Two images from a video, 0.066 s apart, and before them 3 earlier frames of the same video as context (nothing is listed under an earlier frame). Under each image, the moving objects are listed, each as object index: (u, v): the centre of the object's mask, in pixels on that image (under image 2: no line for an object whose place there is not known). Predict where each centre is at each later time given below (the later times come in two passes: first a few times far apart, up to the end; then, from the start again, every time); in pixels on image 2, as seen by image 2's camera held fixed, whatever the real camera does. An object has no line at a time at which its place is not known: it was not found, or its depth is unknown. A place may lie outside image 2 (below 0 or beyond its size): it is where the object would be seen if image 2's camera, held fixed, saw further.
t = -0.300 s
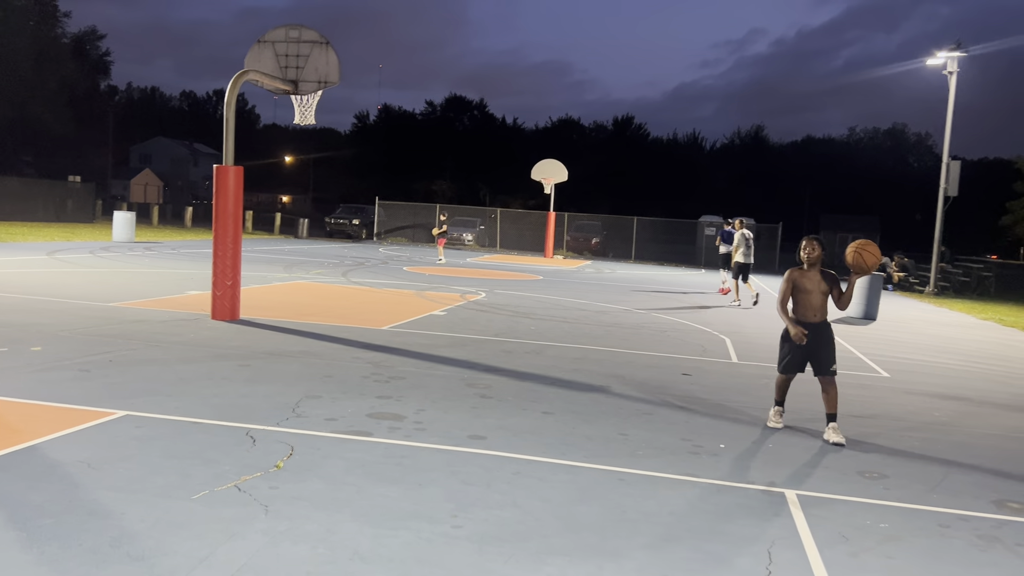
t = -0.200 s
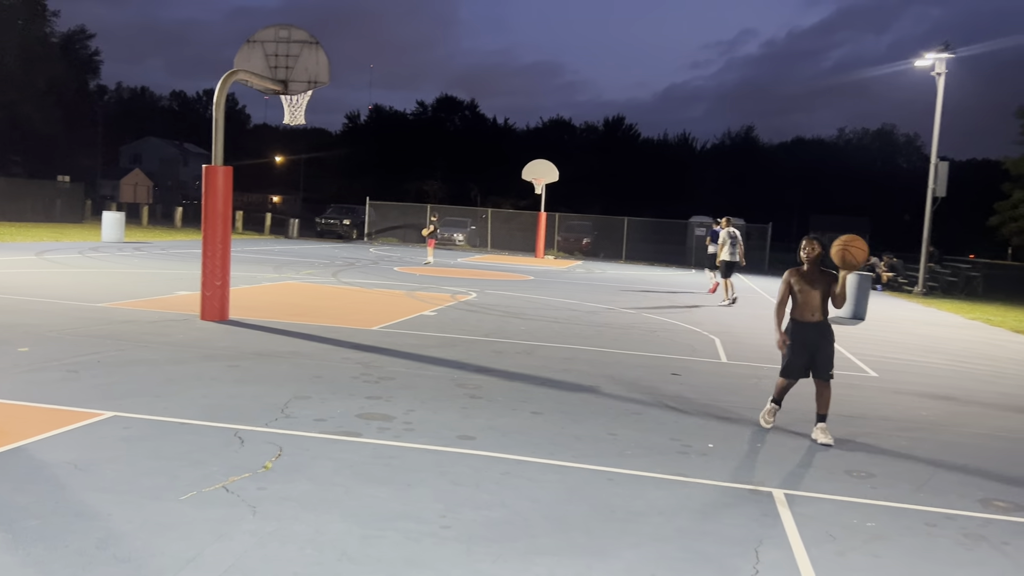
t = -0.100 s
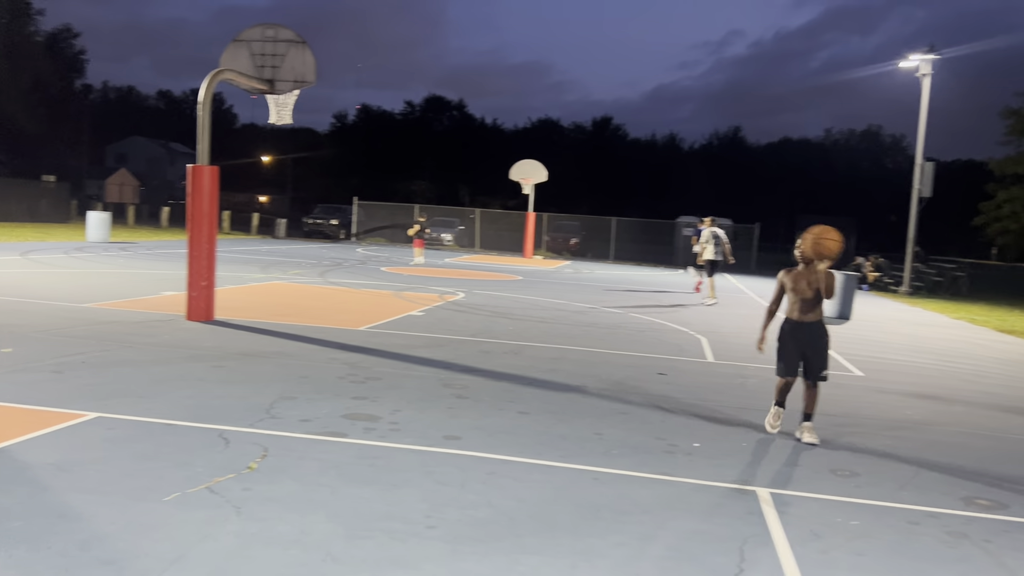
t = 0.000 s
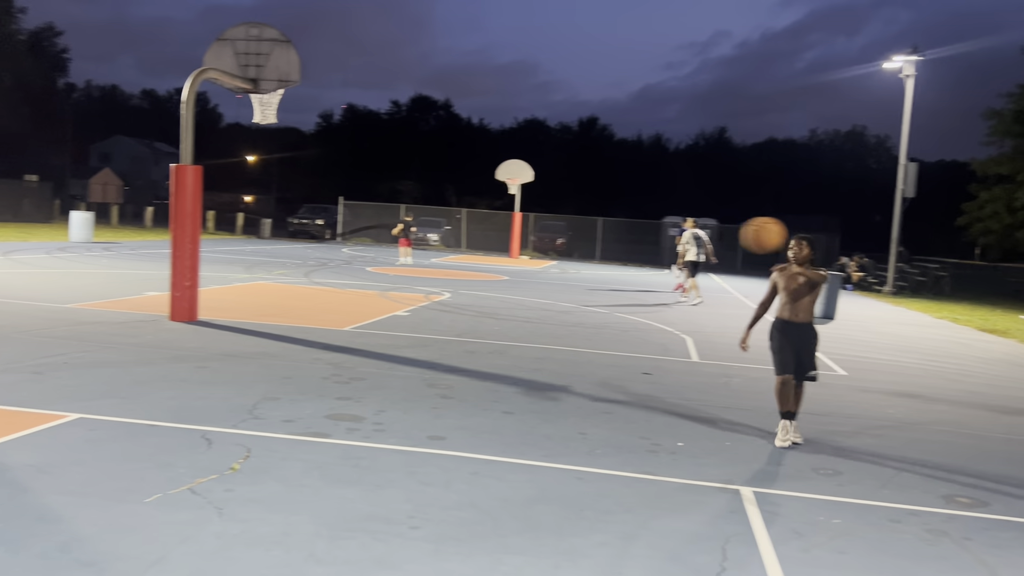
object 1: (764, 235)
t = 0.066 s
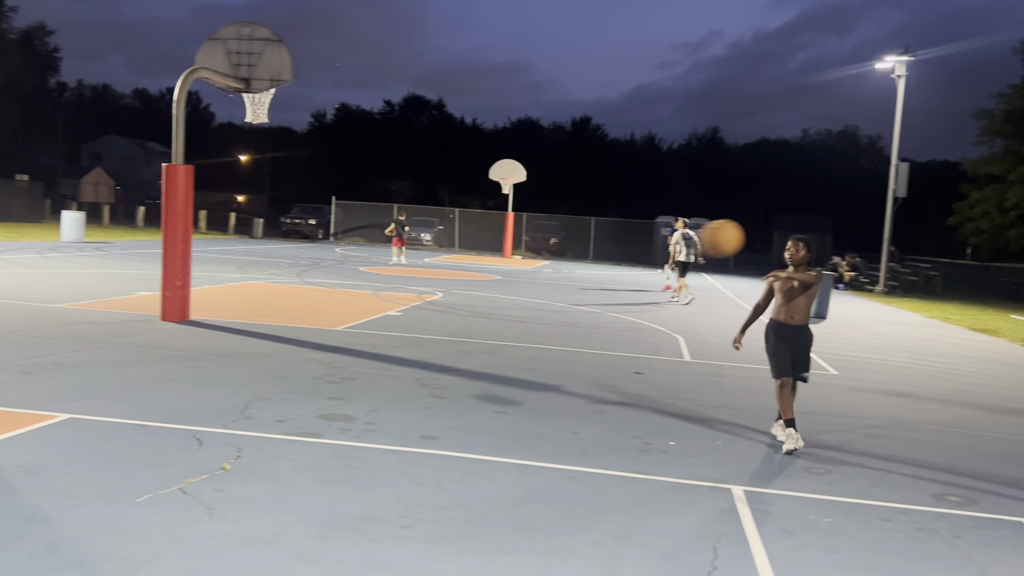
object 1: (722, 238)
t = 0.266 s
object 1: (599, 296)
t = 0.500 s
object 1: (415, 484)
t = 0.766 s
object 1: (303, 334)
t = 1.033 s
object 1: (166, 302)
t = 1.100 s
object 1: (125, 323)
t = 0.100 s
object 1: (706, 242)
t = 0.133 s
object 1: (683, 250)
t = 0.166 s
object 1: (662, 257)
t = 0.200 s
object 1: (643, 265)
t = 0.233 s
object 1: (622, 279)
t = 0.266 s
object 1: (599, 296)
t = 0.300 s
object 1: (575, 314)
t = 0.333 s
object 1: (551, 334)
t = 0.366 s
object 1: (527, 358)
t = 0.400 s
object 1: (501, 384)
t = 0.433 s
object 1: (474, 413)
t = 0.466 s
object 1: (446, 446)
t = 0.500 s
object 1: (415, 484)
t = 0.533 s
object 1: (399, 474)
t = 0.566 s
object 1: (386, 448)
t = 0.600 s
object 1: (373, 423)
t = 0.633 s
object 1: (360, 402)
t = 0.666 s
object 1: (347, 382)
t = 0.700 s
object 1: (333, 363)
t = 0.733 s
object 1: (319, 348)
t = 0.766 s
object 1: (303, 334)
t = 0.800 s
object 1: (288, 321)
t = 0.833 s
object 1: (271, 311)
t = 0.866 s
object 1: (255, 303)
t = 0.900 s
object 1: (238, 297)
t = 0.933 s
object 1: (220, 295)
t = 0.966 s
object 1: (201, 295)
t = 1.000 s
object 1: (184, 297)
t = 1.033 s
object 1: (166, 302)
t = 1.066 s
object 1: (147, 311)
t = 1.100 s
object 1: (125, 323)
